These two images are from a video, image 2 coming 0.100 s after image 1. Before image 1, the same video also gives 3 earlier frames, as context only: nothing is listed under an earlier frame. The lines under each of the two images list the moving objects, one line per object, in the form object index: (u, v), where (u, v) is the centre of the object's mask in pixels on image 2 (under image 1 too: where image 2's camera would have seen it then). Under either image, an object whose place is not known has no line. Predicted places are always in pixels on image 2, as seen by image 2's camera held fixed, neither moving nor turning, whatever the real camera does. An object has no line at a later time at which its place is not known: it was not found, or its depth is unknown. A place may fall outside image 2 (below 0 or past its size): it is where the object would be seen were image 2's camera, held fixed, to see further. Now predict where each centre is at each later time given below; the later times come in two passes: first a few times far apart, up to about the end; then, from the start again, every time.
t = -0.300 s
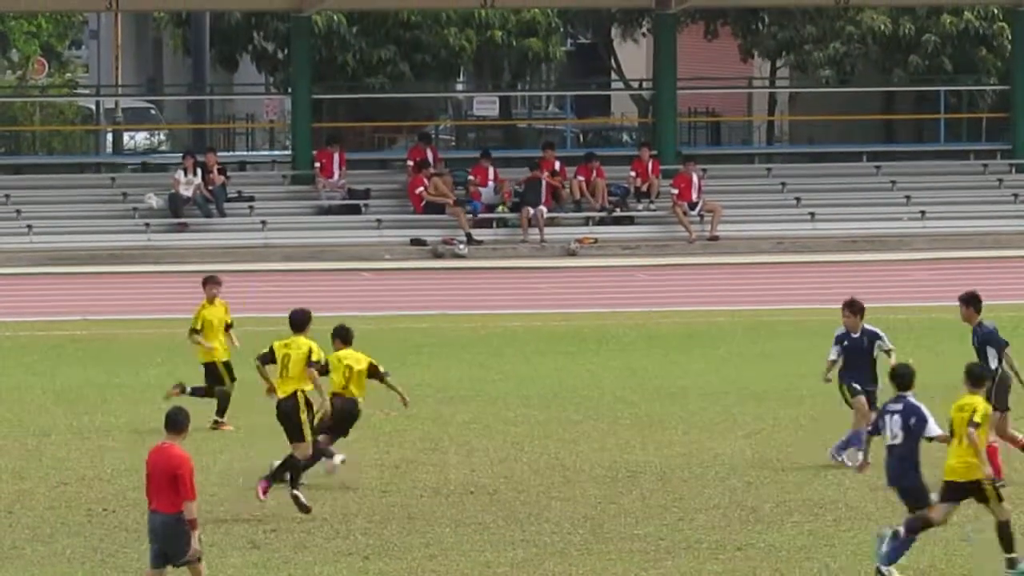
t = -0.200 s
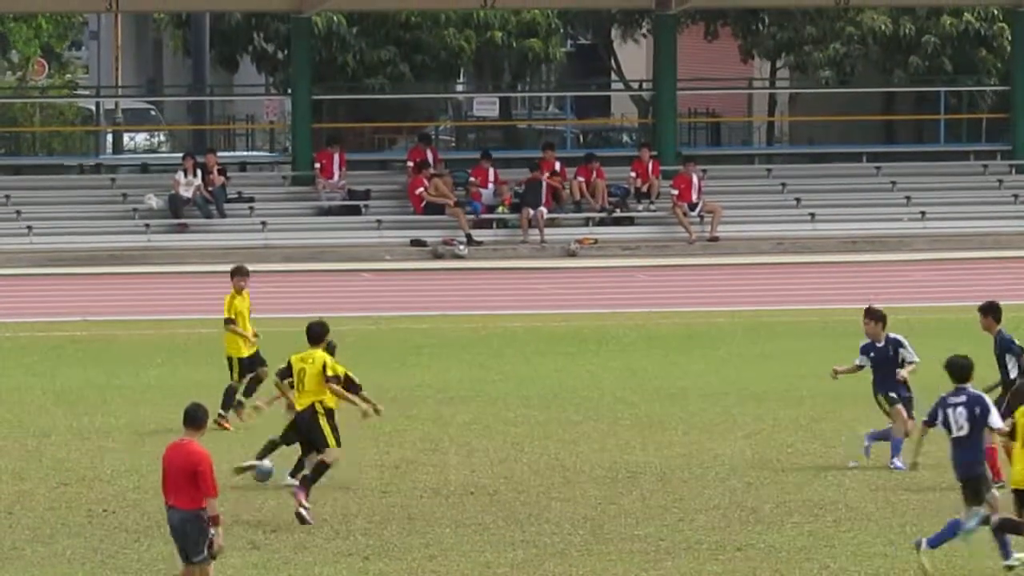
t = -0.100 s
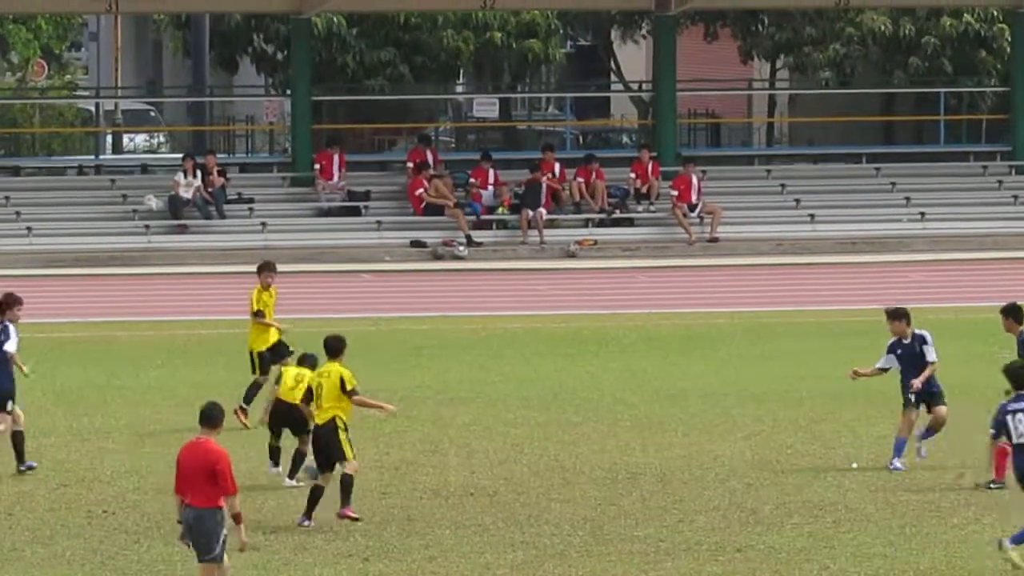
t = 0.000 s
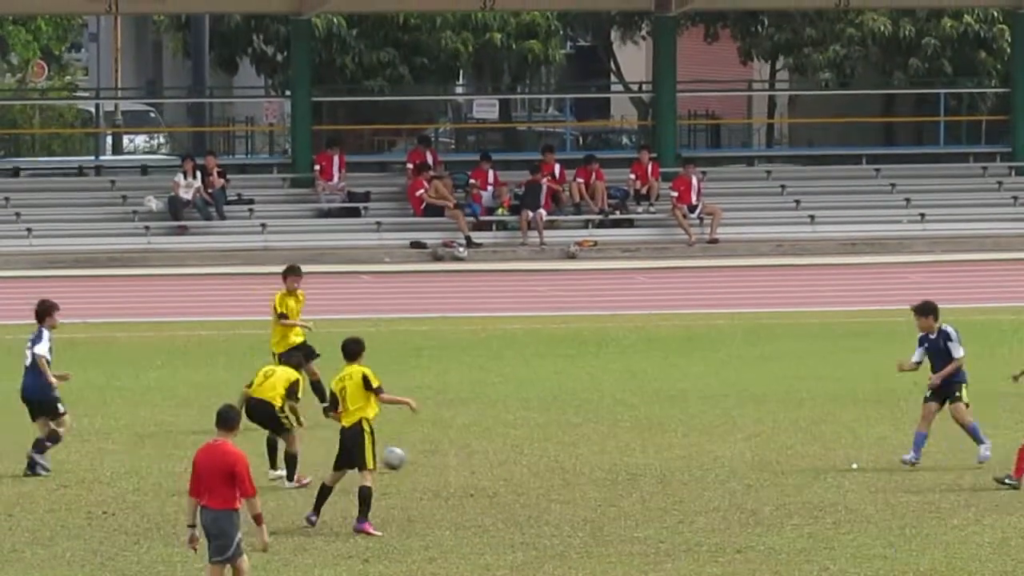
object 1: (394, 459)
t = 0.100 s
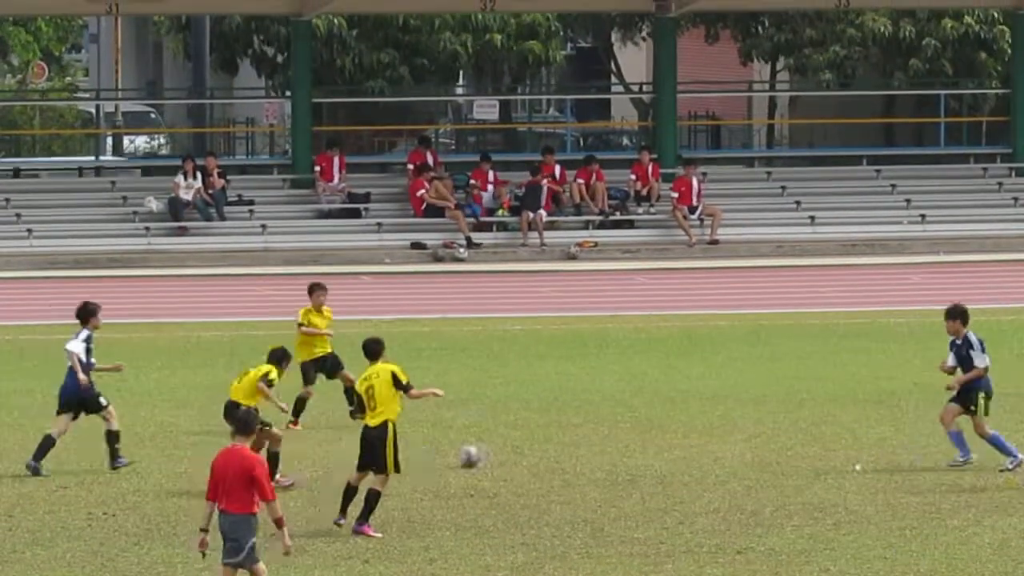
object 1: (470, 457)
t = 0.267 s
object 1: (576, 446)
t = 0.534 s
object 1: (716, 428)
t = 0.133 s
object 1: (491, 452)
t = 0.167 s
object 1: (512, 449)
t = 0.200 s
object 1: (533, 446)
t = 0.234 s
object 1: (556, 446)
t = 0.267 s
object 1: (576, 446)
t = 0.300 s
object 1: (596, 441)
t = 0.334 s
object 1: (614, 438)
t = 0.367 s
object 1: (631, 436)
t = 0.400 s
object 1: (649, 434)
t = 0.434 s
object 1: (668, 435)
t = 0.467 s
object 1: (685, 434)
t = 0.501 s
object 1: (700, 430)
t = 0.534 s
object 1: (716, 428)
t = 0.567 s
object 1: (731, 427)
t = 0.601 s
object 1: (746, 427)
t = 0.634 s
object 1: (762, 428)
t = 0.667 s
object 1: (777, 429)
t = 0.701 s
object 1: (789, 425)
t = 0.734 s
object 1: (803, 422)
